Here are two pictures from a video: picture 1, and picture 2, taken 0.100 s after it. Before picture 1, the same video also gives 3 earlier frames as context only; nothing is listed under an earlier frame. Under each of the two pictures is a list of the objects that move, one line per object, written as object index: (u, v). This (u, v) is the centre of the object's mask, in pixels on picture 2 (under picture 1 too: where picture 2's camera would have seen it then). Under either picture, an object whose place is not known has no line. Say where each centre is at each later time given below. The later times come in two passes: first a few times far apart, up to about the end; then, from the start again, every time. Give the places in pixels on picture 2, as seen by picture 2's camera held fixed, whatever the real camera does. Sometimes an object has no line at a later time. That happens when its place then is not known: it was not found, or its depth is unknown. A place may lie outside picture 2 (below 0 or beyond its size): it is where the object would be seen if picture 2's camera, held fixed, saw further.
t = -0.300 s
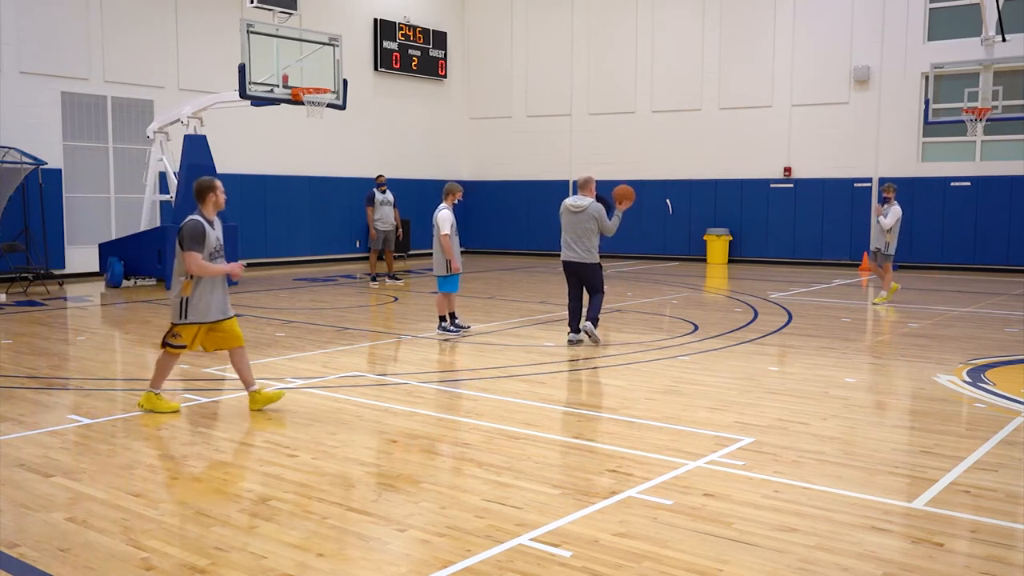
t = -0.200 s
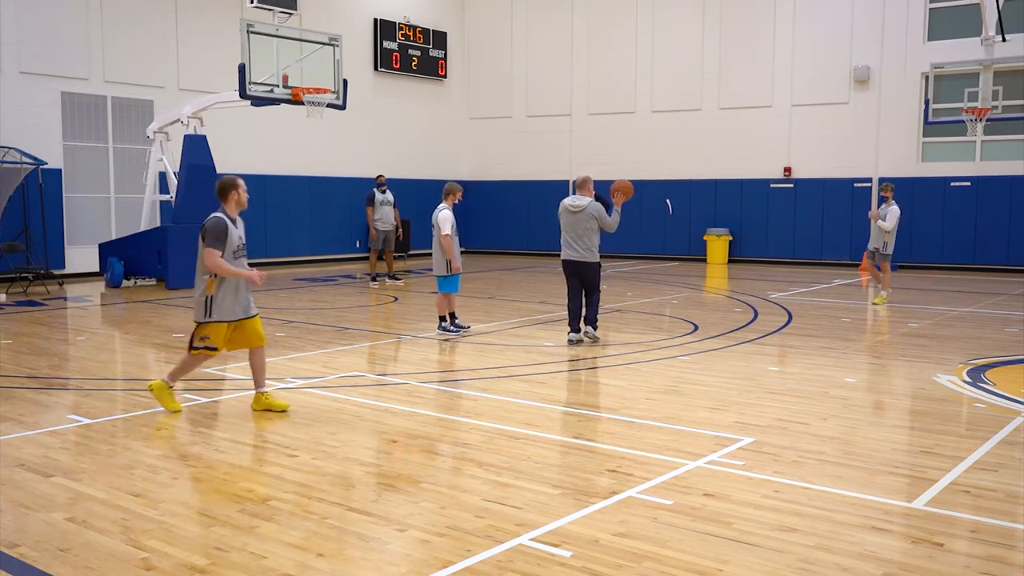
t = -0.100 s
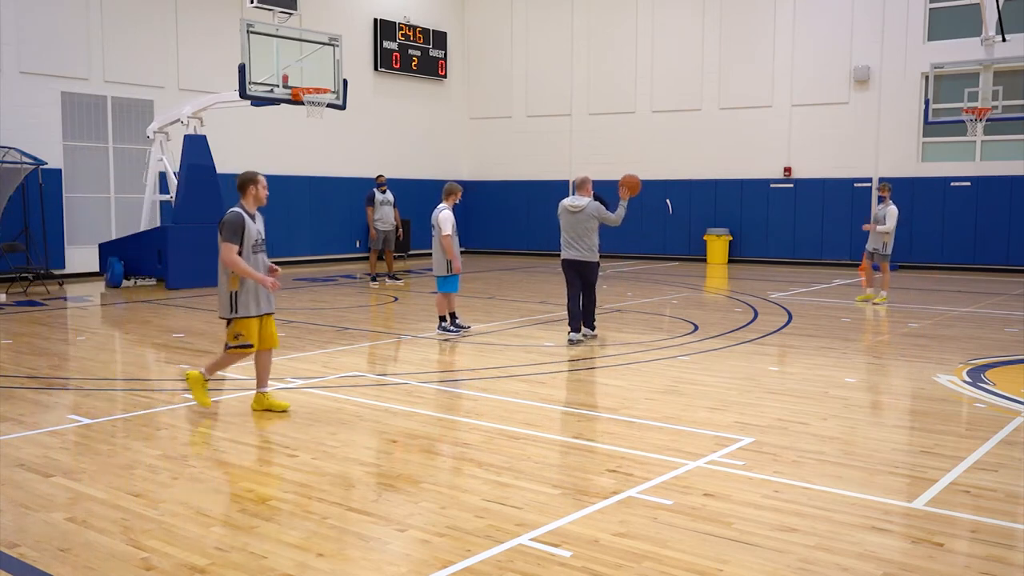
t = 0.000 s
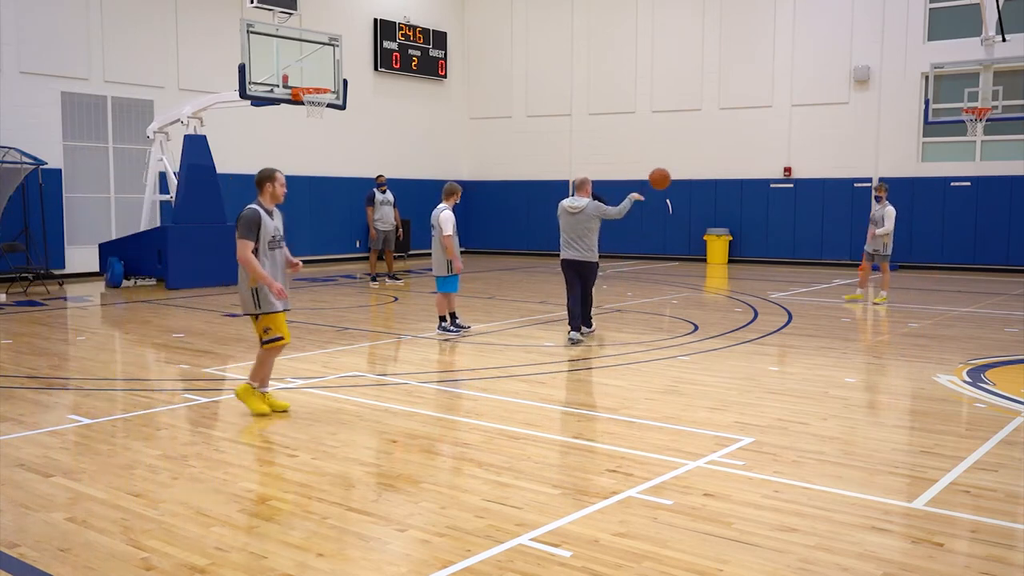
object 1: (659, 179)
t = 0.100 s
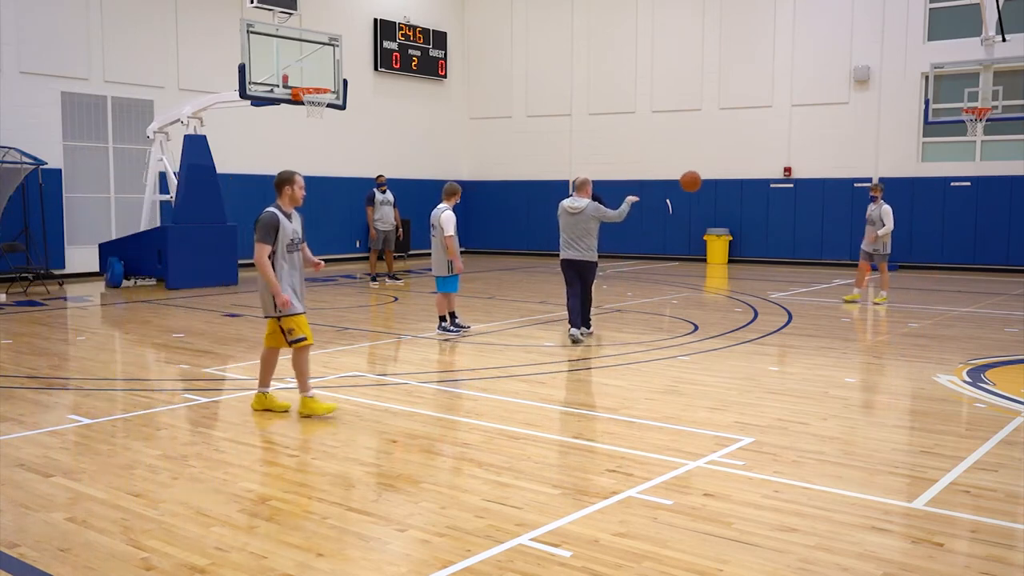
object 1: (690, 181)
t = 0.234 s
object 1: (728, 198)
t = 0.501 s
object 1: (793, 266)
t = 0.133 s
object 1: (700, 184)
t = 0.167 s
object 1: (710, 188)
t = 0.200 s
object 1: (719, 192)
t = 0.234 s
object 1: (728, 198)
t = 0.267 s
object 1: (737, 204)
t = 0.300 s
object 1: (746, 210)
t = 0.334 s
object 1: (754, 218)
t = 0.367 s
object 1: (762, 226)
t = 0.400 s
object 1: (770, 235)
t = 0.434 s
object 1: (778, 245)
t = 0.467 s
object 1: (786, 255)
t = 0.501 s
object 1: (793, 266)
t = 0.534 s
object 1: (800, 278)
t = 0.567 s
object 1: (808, 291)
